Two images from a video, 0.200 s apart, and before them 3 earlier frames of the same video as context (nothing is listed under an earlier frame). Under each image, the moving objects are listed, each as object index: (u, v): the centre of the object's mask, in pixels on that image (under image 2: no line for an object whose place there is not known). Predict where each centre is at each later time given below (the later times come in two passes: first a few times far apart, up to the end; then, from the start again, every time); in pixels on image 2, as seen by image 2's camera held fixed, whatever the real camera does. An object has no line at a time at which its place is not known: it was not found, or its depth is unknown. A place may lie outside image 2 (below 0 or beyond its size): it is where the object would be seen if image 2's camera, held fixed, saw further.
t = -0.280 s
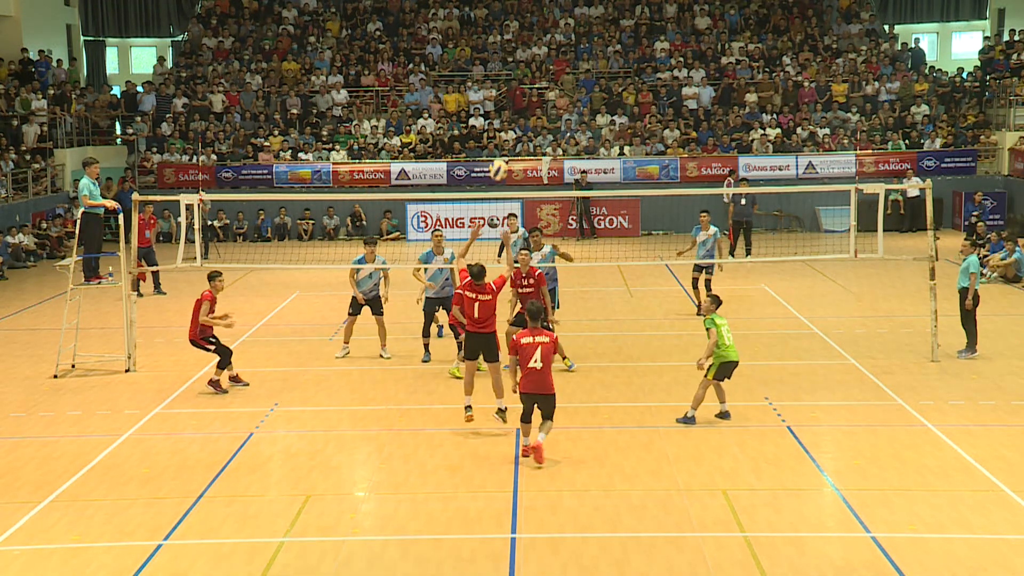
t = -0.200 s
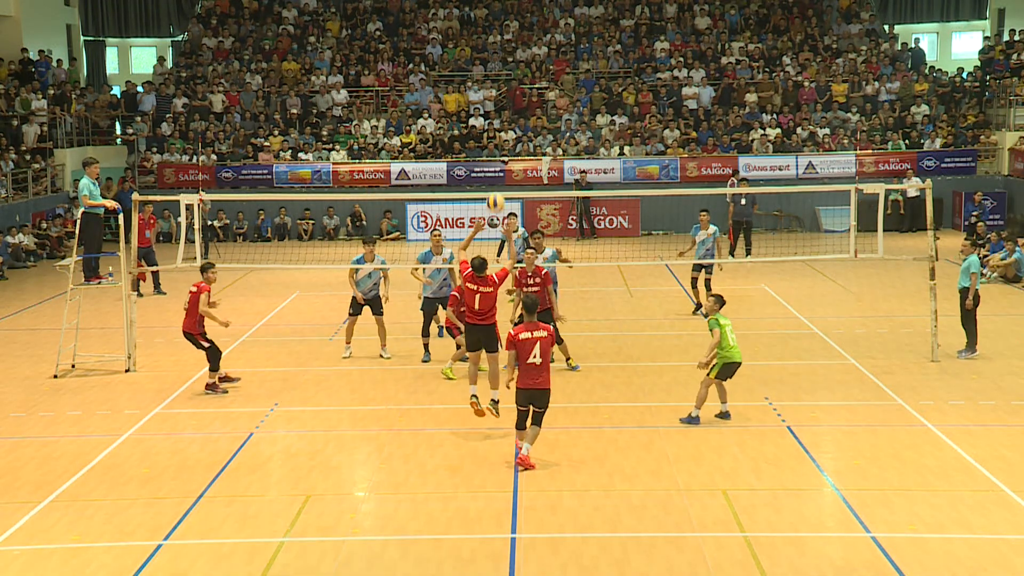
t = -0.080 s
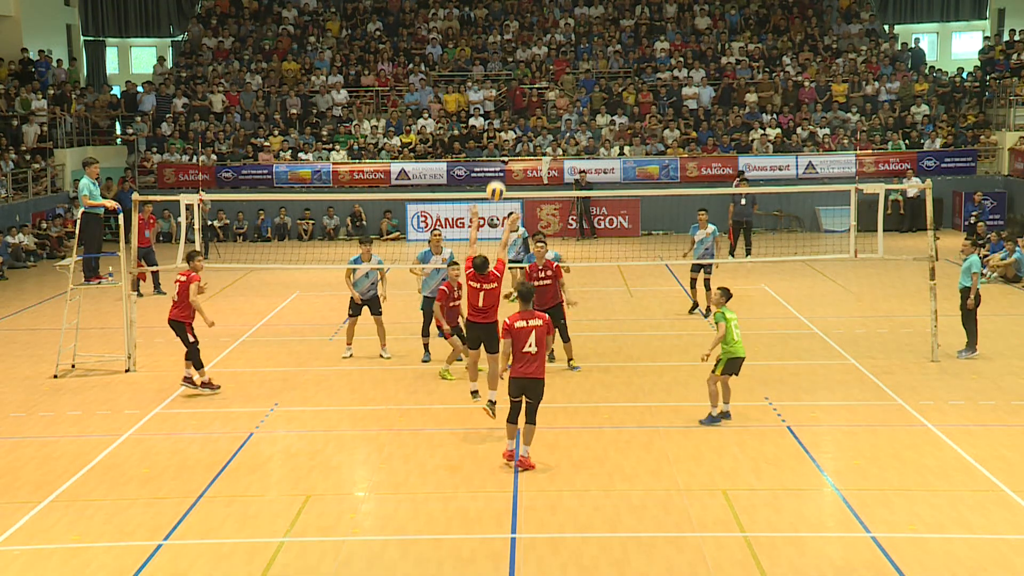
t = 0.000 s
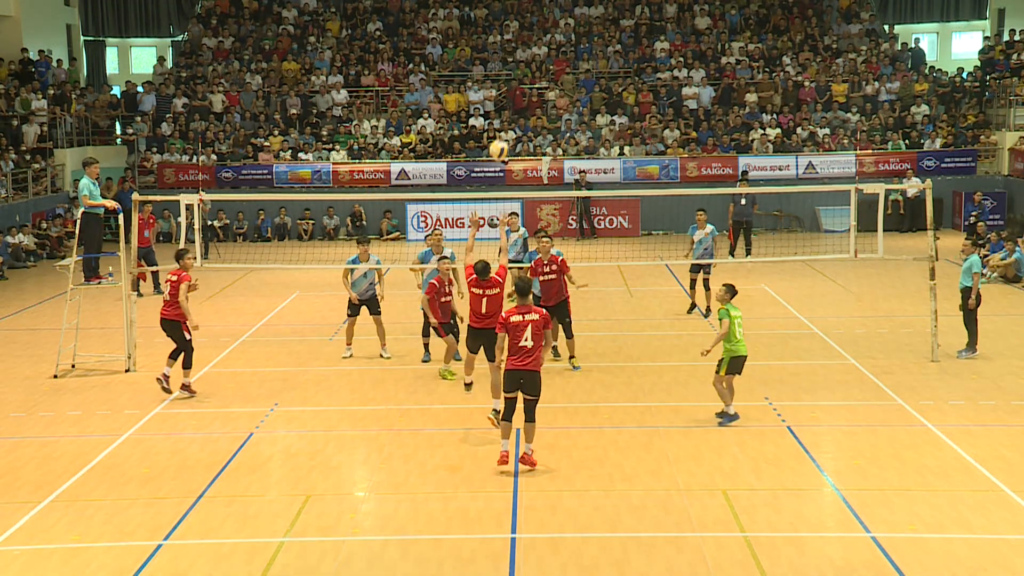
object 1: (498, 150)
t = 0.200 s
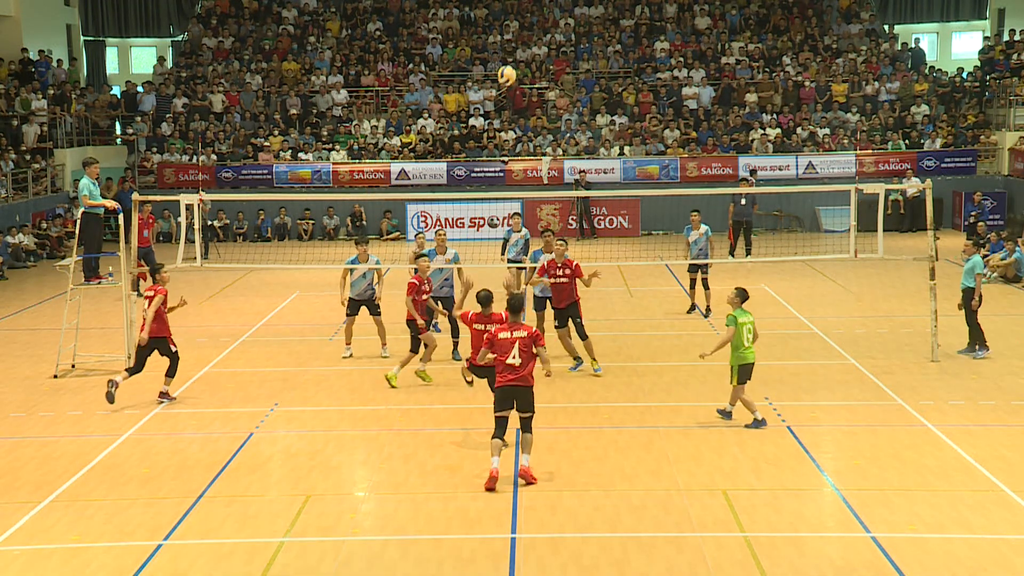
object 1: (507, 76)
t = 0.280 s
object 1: (510, 57)
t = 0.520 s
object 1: (519, 34)
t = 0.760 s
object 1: (526, 61)
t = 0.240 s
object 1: (508, 66)
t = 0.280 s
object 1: (510, 57)
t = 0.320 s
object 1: (511, 50)
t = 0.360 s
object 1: (512, 43)
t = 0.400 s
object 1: (514, 39)
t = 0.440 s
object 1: (515, 36)
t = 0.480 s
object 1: (517, 35)
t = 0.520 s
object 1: (519, 34)
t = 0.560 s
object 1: (520, 36)
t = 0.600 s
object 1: (521, 38)
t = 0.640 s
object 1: (523, 42)
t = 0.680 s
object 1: (524, 47)
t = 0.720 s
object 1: (525, 53)
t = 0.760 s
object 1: (526, 61)
